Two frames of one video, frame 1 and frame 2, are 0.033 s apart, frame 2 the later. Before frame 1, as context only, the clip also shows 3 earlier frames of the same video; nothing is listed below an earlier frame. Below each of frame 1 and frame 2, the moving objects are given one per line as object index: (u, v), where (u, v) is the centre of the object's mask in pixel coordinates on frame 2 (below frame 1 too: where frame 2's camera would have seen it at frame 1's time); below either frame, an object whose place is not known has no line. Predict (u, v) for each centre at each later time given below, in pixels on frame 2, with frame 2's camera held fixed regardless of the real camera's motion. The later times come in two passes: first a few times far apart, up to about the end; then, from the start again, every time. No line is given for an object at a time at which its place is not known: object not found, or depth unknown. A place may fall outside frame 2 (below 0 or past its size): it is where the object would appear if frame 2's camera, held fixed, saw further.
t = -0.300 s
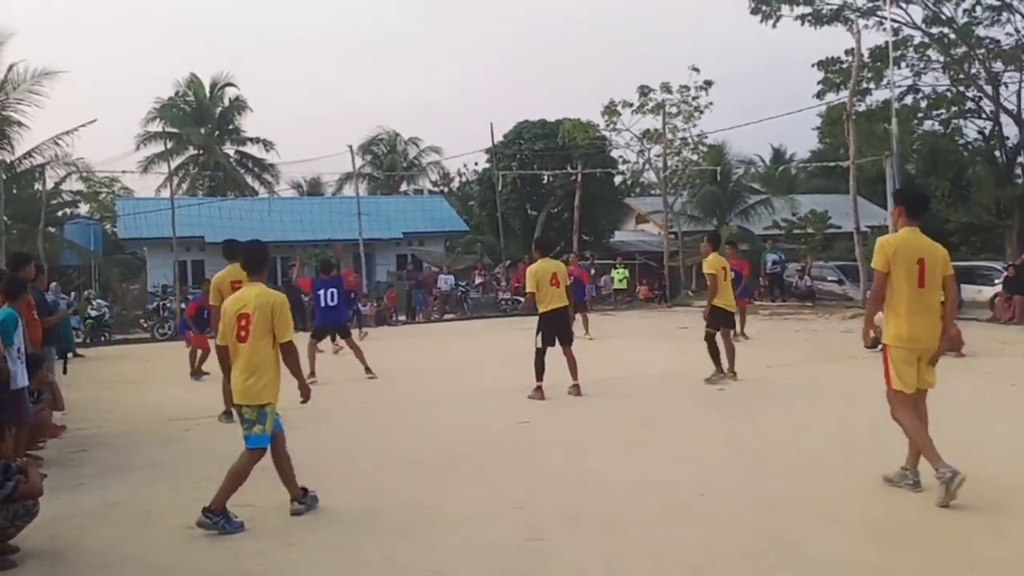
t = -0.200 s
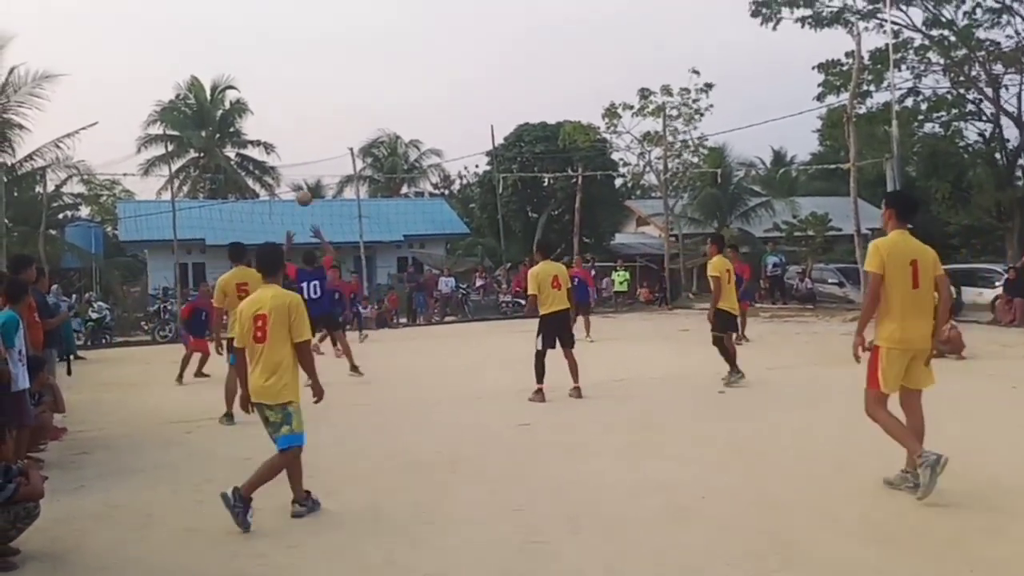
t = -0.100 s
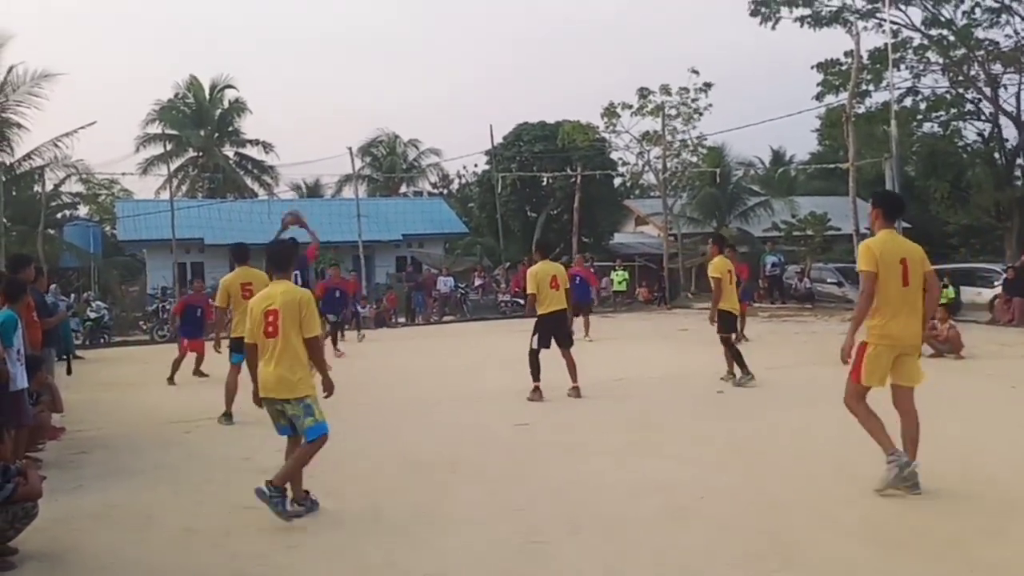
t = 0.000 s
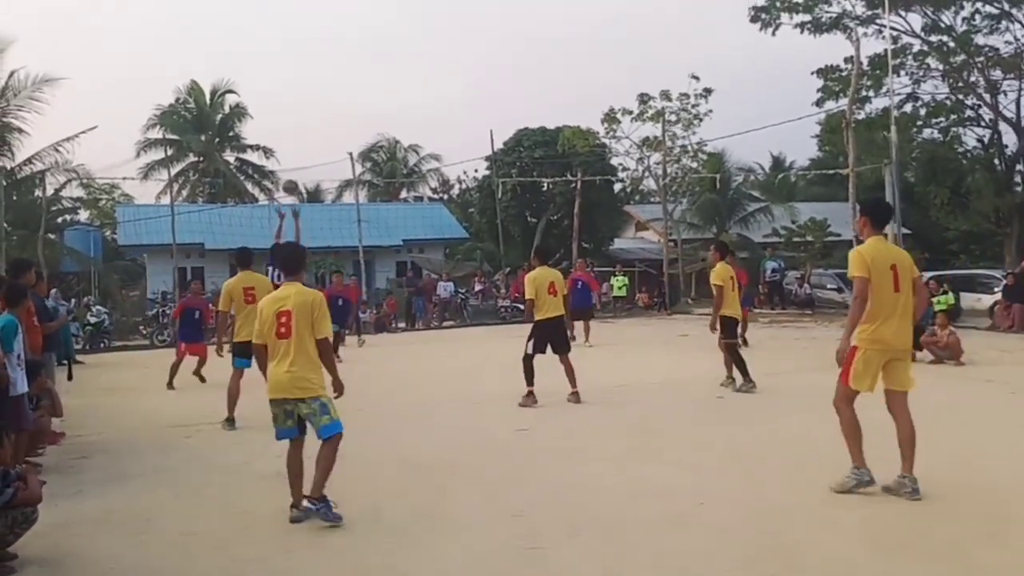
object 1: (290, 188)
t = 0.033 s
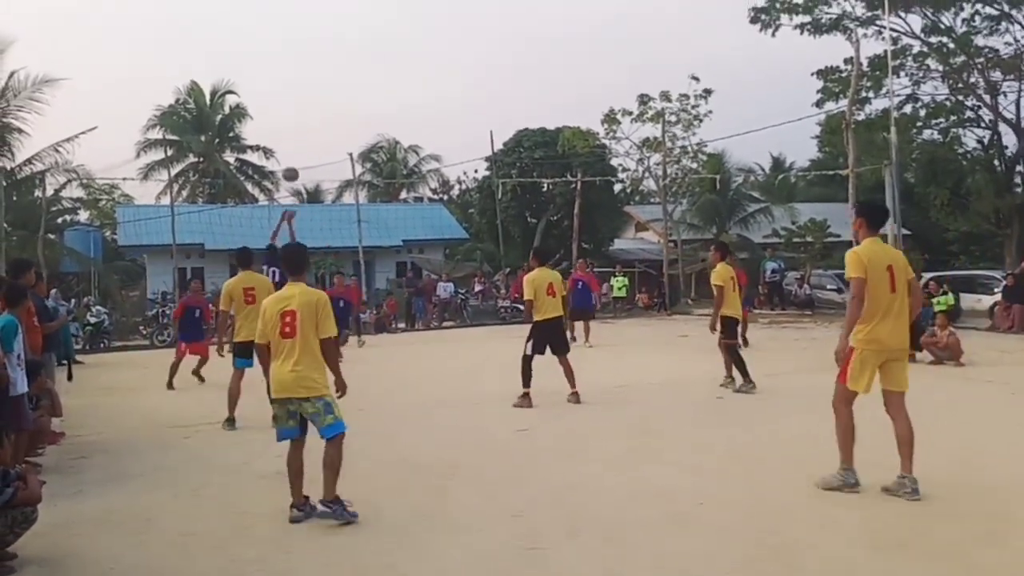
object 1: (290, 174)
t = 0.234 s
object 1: (291, 114)
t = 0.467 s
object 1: (293, 86)
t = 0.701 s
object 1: (298, 98)
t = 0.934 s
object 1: (304, 148)
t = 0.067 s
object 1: (290, 162)
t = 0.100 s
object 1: (290, 150)
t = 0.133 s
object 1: (290, 140)
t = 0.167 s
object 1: (290, 130)
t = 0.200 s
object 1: (291, 122)
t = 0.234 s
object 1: (291, 114)
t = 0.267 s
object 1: (291, 108)
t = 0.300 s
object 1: (291, 102)
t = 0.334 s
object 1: (292, 96)
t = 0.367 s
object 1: (292, 93)
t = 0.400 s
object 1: (292, 90)
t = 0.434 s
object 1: (293, 87)
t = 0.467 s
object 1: (293, 86)
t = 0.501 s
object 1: (294, 85)
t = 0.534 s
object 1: (295, 85)
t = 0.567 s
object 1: (295, 86)
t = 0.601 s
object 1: (296, 88)
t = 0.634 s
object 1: (297, 90)
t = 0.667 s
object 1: (297, 94)
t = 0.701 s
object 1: (298, 98)
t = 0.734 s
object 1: (299, 103)
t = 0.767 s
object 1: (300, 108)
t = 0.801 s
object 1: (300, 115)
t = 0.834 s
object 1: (301, 122)
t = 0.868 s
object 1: (302, 130)
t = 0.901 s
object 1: (303, 138)
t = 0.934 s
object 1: (304, 148)
